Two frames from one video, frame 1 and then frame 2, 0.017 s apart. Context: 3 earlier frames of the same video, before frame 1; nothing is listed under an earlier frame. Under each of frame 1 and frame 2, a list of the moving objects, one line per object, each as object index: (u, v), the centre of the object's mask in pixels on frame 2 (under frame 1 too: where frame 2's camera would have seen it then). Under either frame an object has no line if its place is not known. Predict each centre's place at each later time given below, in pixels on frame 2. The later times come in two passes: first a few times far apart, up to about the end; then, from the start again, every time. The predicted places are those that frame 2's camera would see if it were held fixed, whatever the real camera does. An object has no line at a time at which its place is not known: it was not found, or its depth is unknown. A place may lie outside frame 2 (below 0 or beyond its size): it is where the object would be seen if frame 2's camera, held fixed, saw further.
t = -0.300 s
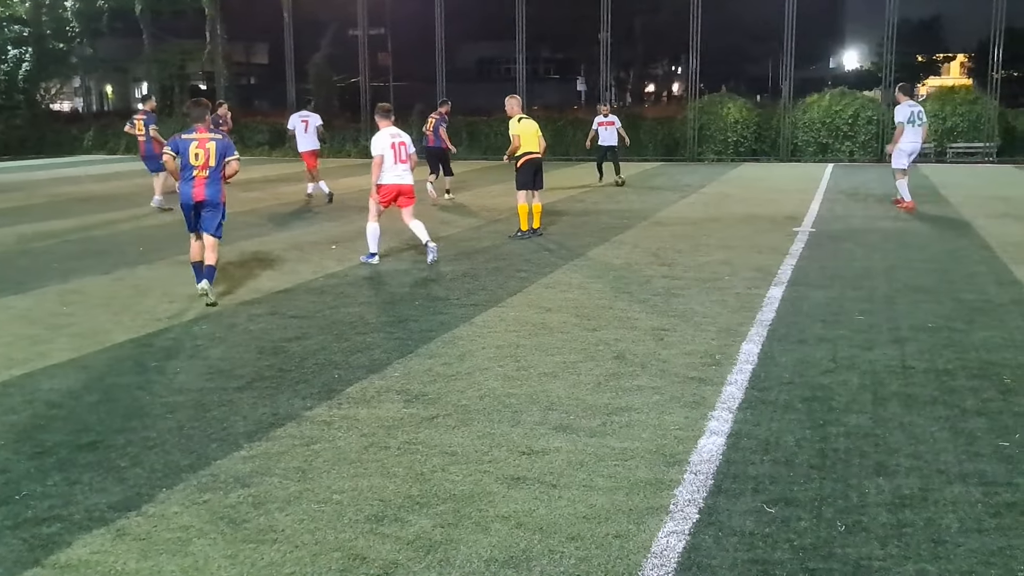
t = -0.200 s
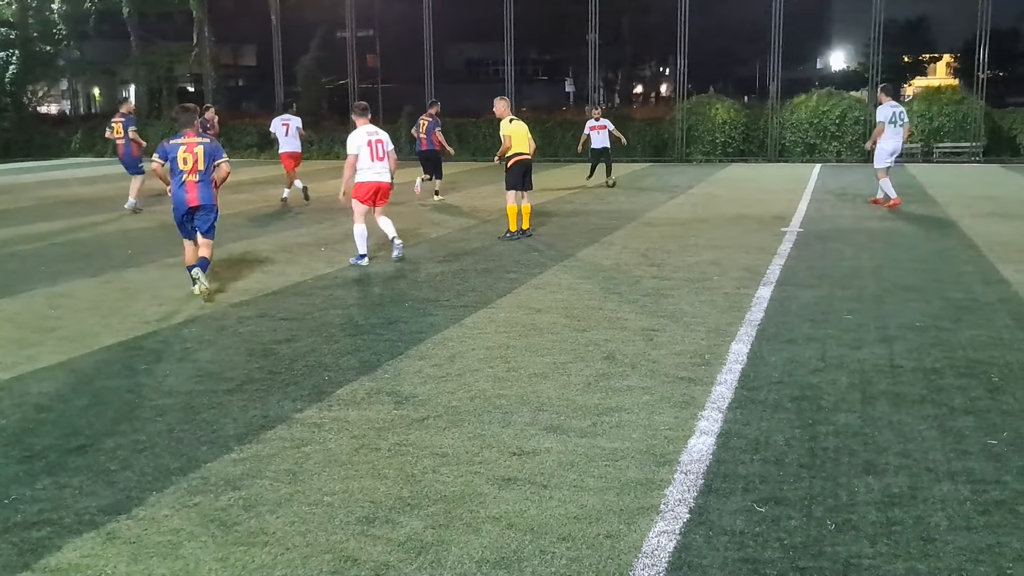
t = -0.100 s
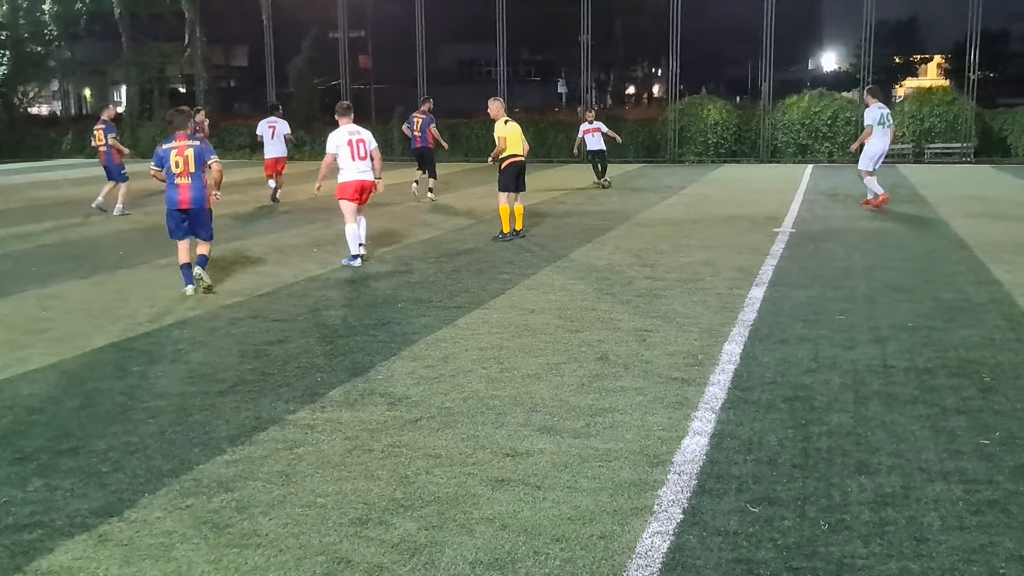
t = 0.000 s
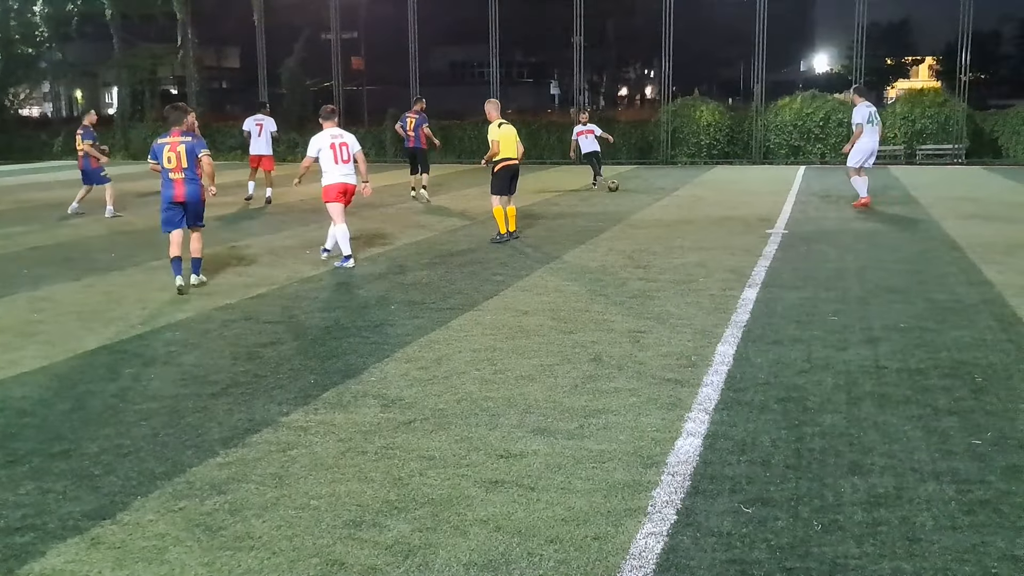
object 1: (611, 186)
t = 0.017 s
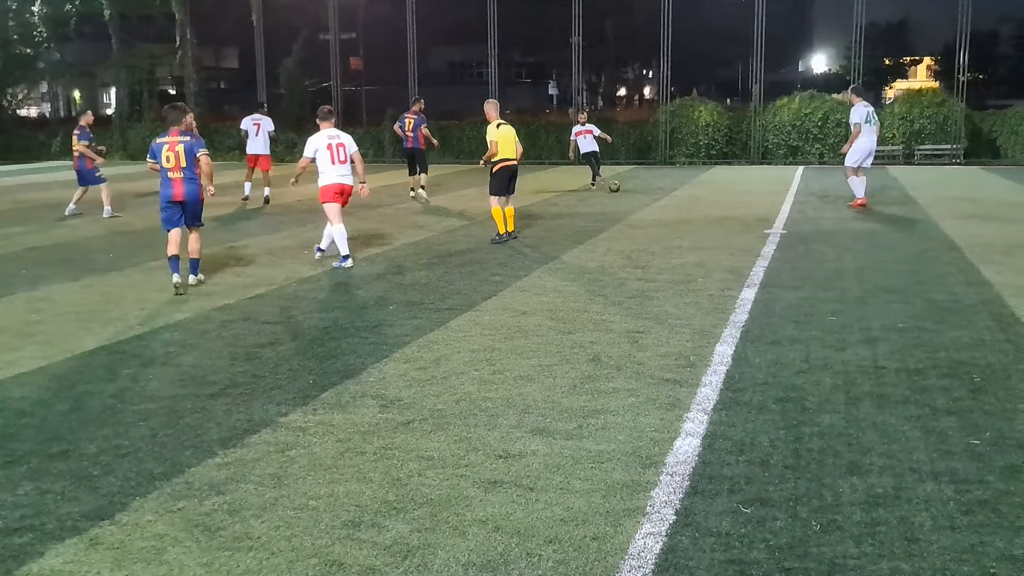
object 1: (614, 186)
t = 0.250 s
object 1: (650, 188)
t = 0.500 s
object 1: (689, 191)
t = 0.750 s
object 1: (730, 195)
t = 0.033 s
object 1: (617, 187)
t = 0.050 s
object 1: (620, 187)
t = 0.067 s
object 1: (622, 186)
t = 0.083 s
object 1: (625, 186)
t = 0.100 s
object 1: (628, 187)
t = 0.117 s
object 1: (630, 187)
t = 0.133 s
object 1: (632, 187)
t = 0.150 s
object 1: (635, 187)
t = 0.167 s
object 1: (637, 187)
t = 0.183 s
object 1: (640, 187)
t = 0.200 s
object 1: (643, 187)
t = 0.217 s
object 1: (645, 188)
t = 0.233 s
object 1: (648, 188)
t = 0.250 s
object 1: (650, 188)
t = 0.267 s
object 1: (653, 189)
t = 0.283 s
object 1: (655, 190)
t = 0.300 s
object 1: (658, 190)
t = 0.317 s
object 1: (660, 189)
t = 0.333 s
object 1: (663, 189)
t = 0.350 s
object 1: (665, 189)
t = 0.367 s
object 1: (668, 188)
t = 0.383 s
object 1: (671, 189)
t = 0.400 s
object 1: (673, 189)
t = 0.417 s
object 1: (676, 189)
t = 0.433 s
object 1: (679, 190)
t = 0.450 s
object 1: (681, 191)
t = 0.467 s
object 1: (684, 192)
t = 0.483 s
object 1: (686, 192)
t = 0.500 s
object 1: (689, 191)
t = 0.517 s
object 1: (692, 192)
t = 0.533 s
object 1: (694, 192)
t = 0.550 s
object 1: (697, 193)
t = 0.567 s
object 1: (700, 193)
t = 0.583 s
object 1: (702, 194)
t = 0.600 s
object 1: (705, 194)
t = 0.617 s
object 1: (708, 193)
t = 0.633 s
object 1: (711, 193)
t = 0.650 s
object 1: (713, 194)
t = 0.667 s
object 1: (716, 194)
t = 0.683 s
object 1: (719, 194)
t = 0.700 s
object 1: (722, 195)
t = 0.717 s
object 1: (724, 195)
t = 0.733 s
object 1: (727, 195)
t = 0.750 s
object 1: (730, 195)
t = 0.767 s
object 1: (733, 195)
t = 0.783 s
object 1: (736, 196)
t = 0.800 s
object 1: (740, 196)
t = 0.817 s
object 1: (742, 196)
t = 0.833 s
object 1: (745, 197)
